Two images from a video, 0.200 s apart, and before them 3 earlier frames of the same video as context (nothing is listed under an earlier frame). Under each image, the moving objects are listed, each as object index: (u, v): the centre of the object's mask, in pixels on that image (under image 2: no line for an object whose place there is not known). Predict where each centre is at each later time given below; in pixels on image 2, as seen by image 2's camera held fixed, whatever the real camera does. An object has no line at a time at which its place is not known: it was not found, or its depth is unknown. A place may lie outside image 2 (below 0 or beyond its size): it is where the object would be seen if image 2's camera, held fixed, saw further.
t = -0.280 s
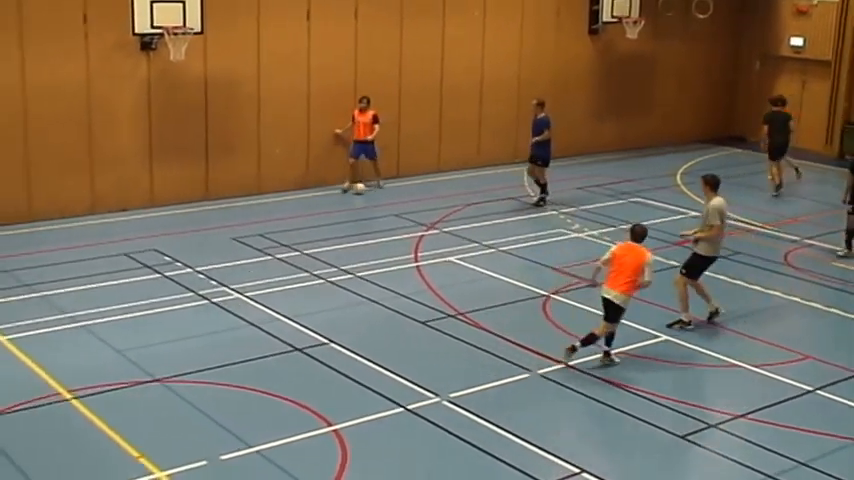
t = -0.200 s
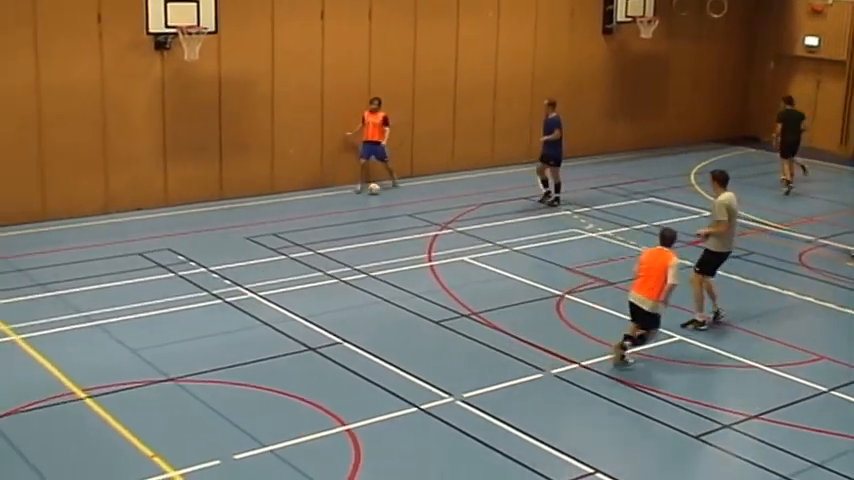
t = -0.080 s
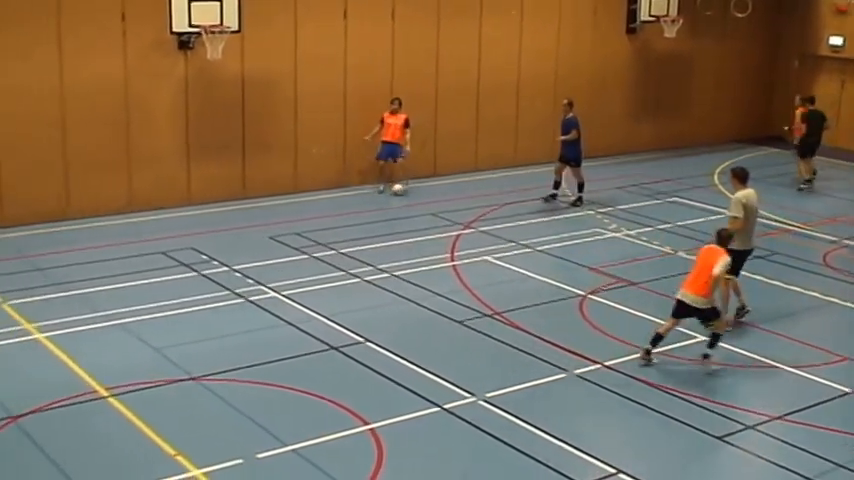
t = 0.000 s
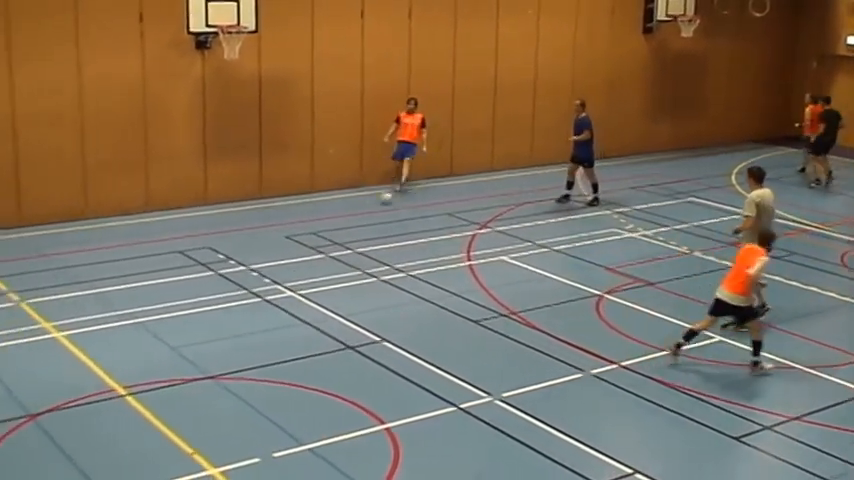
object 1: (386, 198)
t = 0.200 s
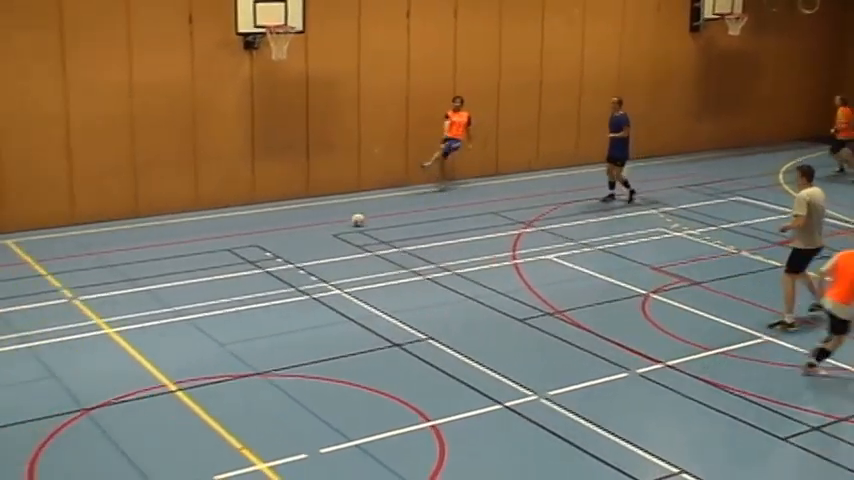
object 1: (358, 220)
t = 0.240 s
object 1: (345, 224)
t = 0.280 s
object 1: (331, 228)
